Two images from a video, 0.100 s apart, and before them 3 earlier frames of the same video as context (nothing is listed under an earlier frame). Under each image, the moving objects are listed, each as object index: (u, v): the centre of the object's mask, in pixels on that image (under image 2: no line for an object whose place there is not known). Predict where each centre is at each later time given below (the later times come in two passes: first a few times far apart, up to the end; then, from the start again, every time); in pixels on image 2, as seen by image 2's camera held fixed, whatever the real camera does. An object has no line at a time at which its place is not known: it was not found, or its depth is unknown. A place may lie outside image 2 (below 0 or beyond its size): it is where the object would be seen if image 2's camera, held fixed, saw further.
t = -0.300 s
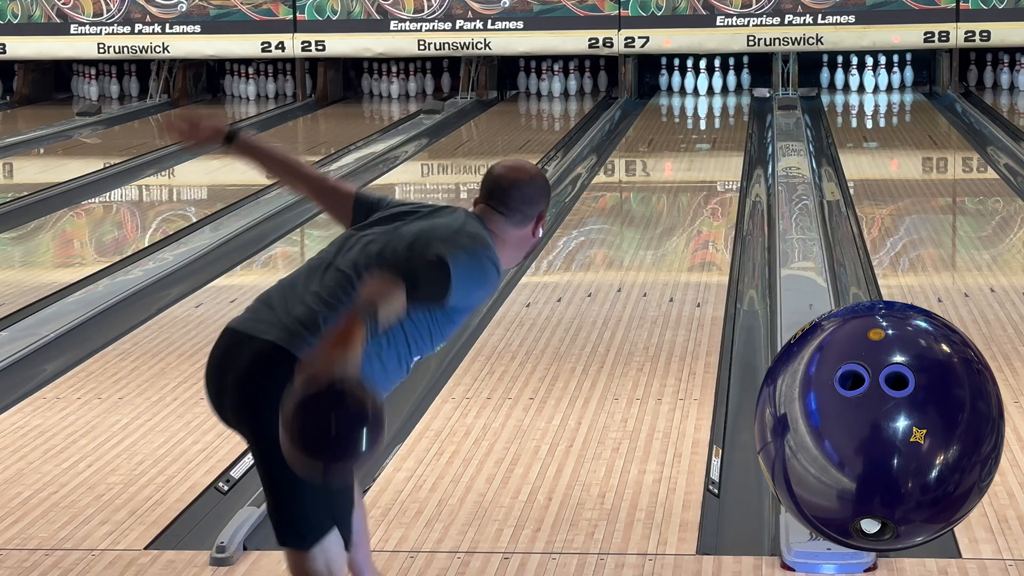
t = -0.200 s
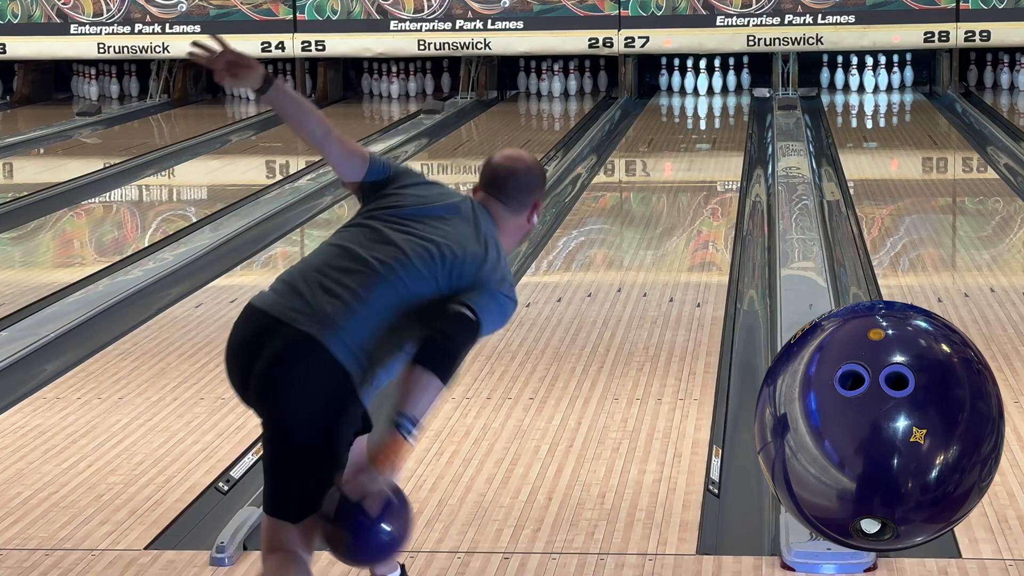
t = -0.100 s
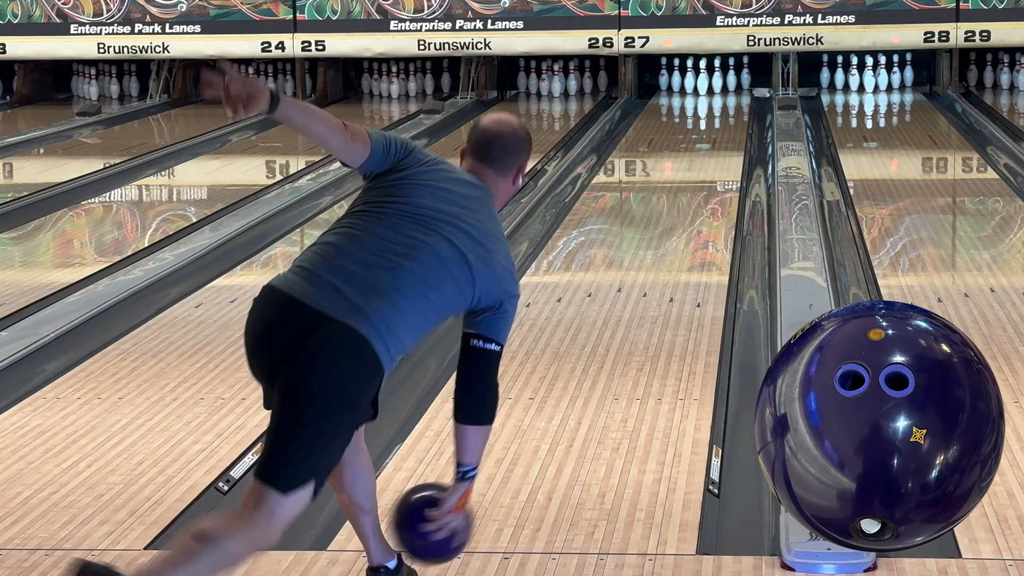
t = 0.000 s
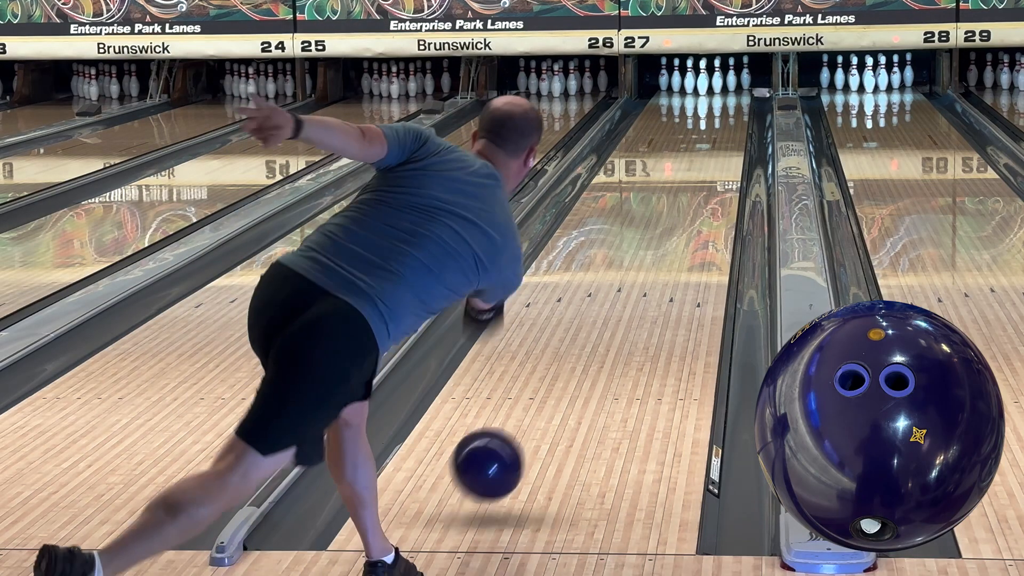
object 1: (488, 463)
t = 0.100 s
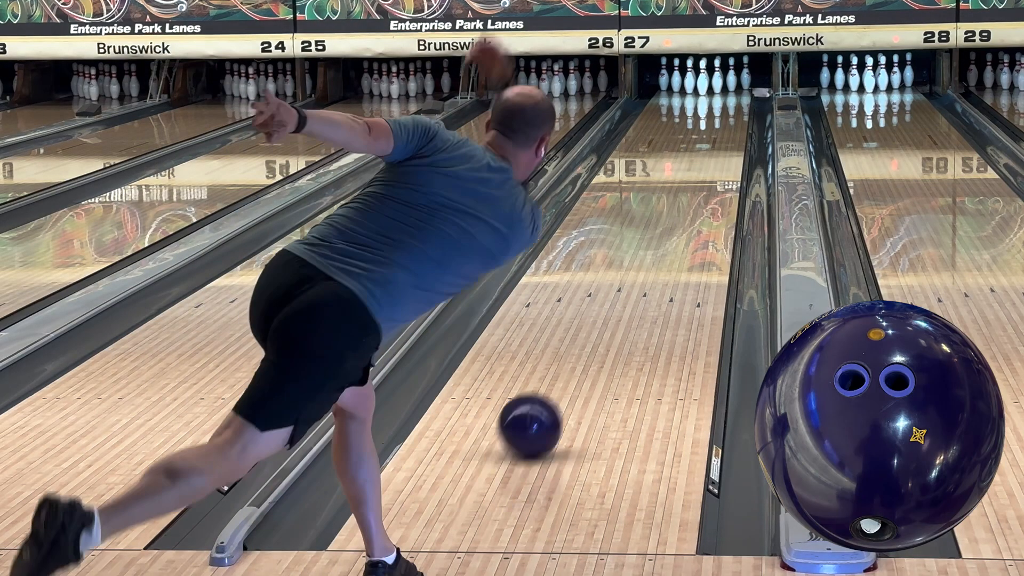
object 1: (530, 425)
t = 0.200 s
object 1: (563, 378)
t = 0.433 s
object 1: (619, 296)
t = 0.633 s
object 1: (652, 247)
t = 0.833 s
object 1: (676, 210)
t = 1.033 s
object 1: (695, 180)
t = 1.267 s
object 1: (710, 154)
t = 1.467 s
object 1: (720, 135)
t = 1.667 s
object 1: (725, 120)
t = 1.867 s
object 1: (725, 107)
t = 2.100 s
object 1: (720, 95)
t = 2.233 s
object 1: (714, 89)
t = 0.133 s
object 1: (542, 408)
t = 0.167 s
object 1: (553, 393)
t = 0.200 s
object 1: (563, 378)
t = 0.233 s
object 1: (573, 364)
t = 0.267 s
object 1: (582, 351)
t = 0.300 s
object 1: (590, 339)
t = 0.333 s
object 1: (598, 327)
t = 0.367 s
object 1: (606, 316)
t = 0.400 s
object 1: (613, 306)
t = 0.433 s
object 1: (619, 296)
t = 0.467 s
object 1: (626, 286)
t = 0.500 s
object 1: (631, 277)
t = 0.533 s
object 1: (637, 269)
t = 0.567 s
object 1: (642, 261)
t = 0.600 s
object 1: (647, 254)
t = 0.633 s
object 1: (652, 247)
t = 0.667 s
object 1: (657, 240)
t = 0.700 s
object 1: (661, 233)
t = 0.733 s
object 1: (665, 227)
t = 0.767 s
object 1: (669, 221)
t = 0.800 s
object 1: (673, 215)
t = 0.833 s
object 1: (676, 210)
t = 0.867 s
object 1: (680, 204)
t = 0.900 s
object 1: (683, 199)
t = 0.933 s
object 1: (686, 194)
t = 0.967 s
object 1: (689, 189)
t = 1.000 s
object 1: (692, 185)
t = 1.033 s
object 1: (695, 180)
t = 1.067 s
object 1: (697, 176)
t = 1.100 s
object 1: (700, 172)
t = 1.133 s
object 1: (702, 168)
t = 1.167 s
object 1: (704, 164)
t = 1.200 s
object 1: (707, 160)
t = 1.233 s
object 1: (708, 157)
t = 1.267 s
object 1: (710, 154)
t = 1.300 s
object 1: (712, 150)
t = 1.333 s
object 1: (714, 147)
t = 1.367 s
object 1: (716, 144)
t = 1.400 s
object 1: (717, 141)
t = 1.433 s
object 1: (719, 138)
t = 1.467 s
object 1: (720, 135)
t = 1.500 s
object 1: (721, 132)
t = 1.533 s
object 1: (723, 129)
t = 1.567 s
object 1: (723, 127)
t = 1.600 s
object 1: (724, 124)
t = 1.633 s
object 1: (725, 122)
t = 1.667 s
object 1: (725, 120)
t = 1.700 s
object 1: (725, 117)
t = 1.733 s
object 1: (726, 115)
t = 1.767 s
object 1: (725, 113)
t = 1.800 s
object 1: (726, 111)
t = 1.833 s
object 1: (725, 109)
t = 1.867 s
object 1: (725, 107)
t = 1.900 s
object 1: (725, 105)
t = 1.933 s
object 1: (724, 103)
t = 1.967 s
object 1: (723, 101)
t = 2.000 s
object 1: (723, 100)
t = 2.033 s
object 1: (722, 98)
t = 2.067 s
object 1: (721, 96)
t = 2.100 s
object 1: (720, 95)
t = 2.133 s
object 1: (718, 94)
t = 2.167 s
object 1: (717, 92)
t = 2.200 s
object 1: (715, 90)
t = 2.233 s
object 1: (714, 89)
